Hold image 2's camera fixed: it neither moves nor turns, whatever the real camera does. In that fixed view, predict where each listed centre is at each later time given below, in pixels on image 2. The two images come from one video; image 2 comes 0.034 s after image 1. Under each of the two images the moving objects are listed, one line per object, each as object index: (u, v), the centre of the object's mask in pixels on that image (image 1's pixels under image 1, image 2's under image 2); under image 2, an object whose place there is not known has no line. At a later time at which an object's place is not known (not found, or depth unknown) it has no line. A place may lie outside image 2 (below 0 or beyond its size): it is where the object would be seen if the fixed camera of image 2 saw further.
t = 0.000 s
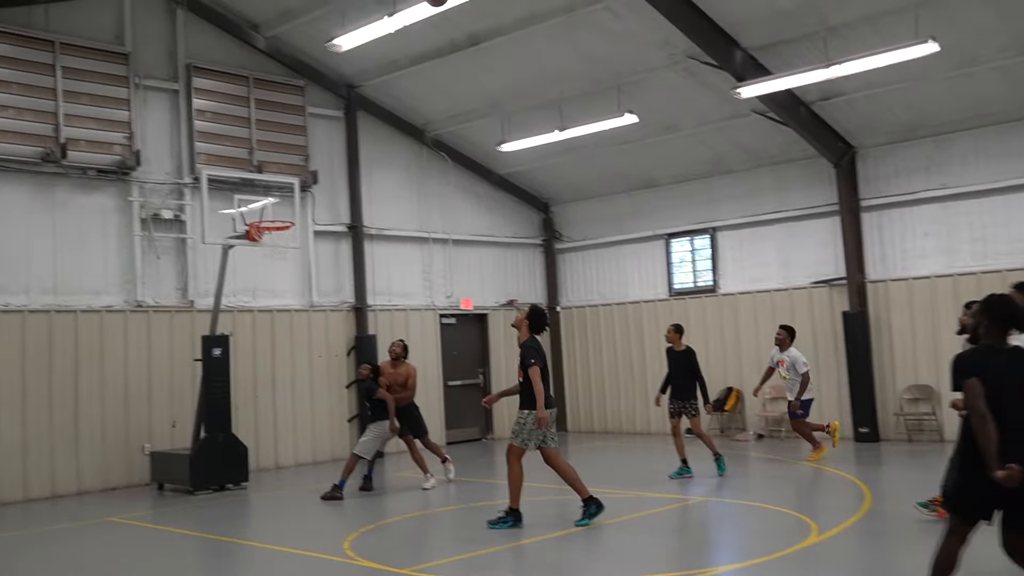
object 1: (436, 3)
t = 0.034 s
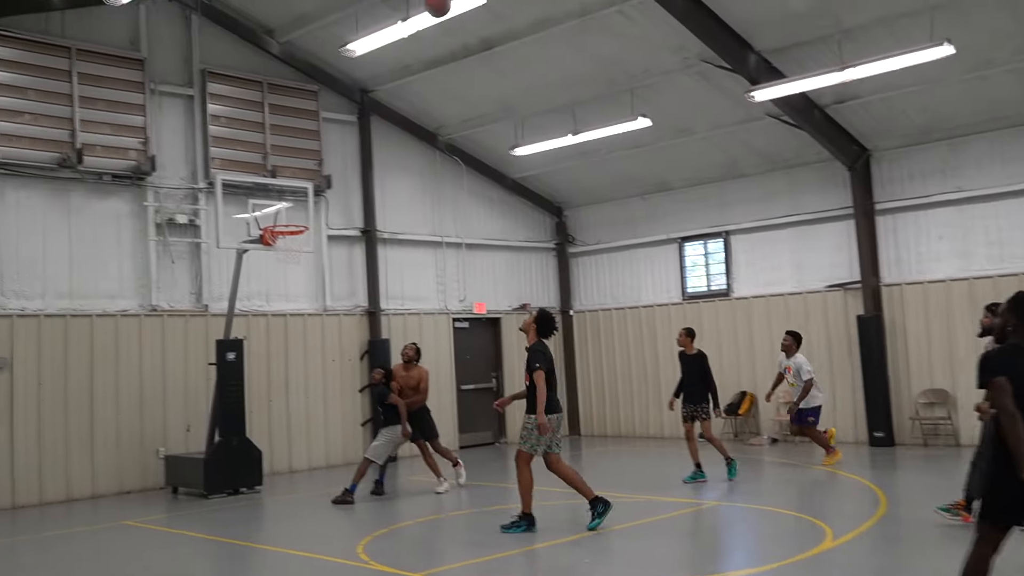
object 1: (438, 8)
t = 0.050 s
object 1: (432, 8)
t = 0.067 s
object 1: (426, 10)
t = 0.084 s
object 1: (420, 15)
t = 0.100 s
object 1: (414, 19)
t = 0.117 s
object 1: (409, 23)
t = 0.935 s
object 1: (277, 315)
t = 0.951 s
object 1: (276, 320)
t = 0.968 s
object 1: (275, 326)
